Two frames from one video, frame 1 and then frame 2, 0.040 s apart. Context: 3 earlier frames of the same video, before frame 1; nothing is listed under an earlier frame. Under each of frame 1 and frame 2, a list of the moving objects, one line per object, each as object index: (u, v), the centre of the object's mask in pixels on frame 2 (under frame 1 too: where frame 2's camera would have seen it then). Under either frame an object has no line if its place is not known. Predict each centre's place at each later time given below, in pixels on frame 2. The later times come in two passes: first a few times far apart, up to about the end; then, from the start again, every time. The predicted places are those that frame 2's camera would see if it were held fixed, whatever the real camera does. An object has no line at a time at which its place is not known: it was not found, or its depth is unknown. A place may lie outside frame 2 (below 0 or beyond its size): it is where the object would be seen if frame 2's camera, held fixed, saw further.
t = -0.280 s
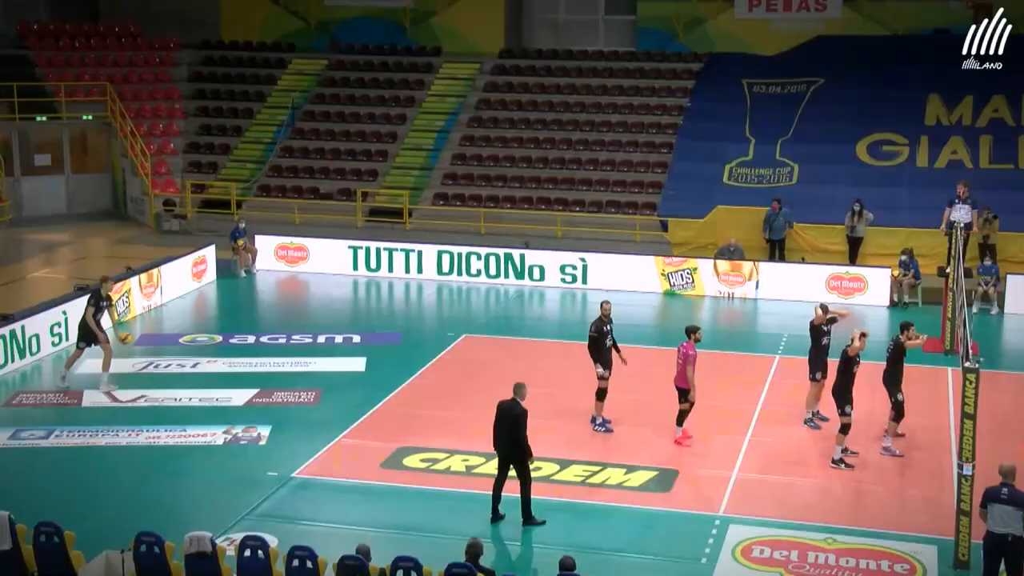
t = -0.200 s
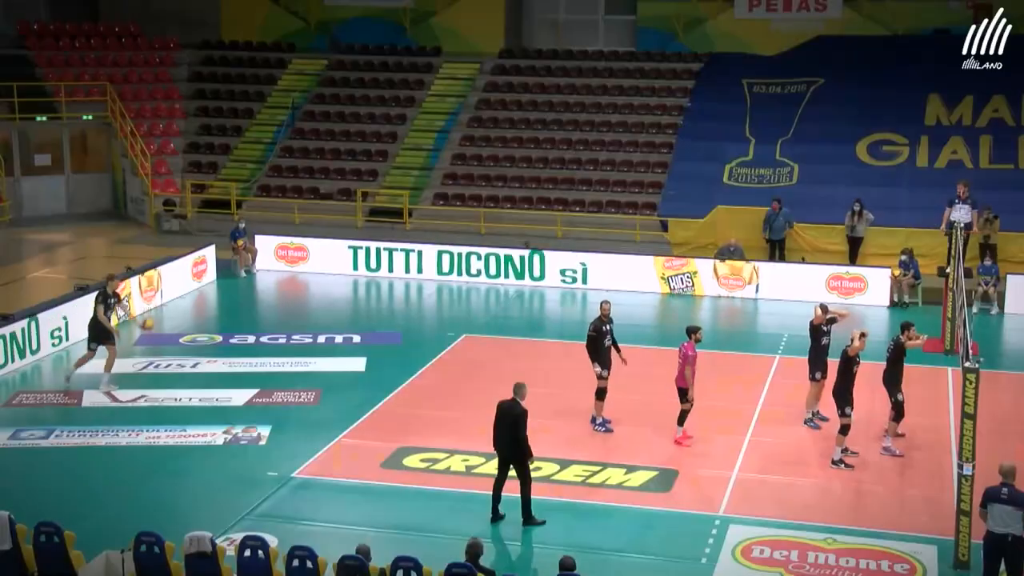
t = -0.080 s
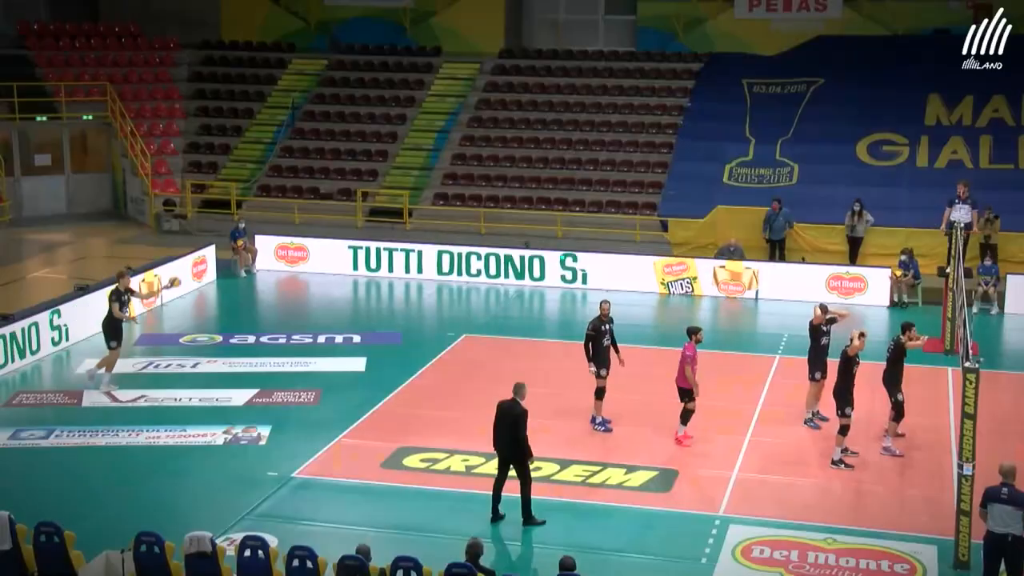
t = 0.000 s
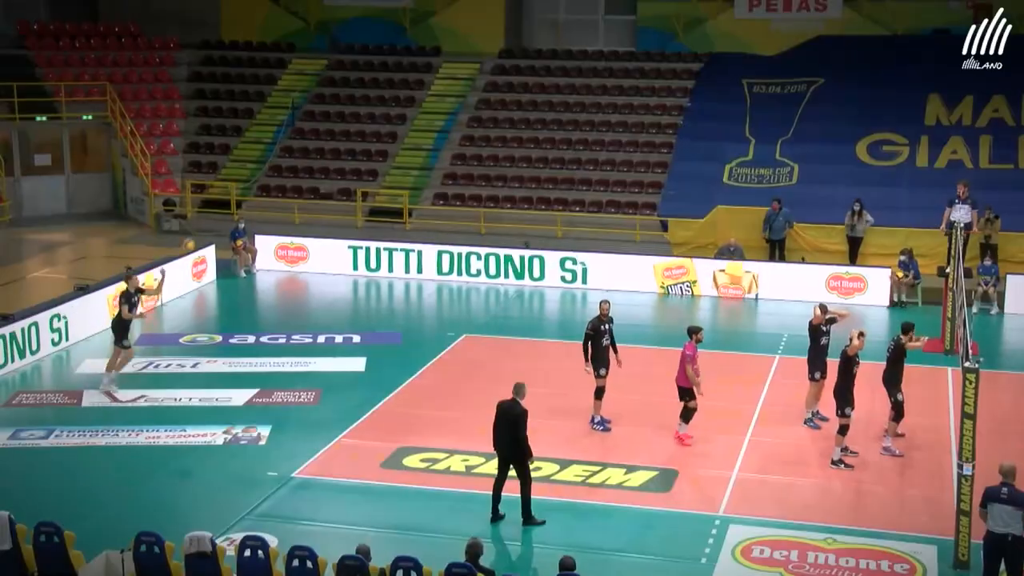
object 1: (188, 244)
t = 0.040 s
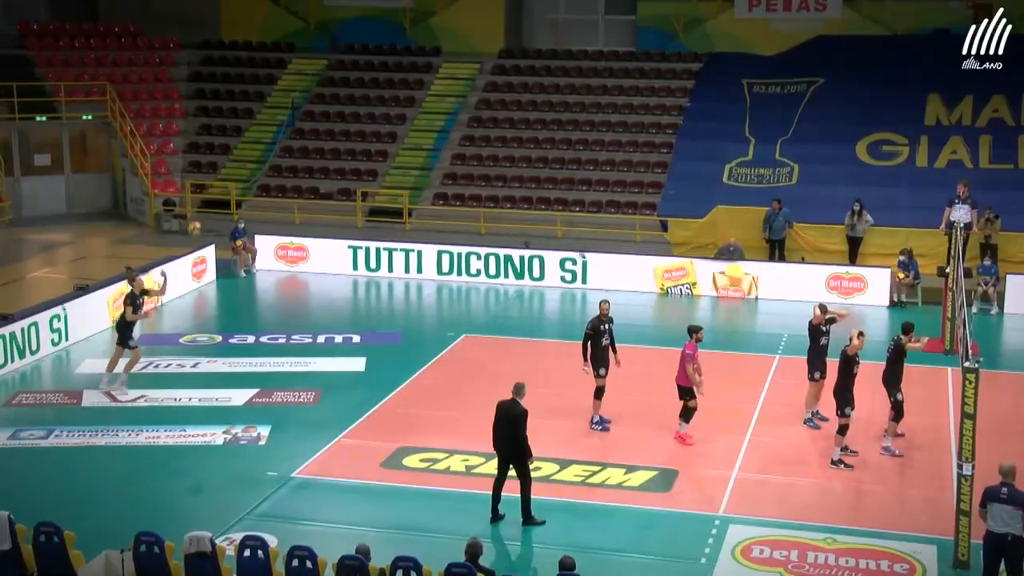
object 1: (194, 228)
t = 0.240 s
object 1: (228, 156)
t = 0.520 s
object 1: (277, 96)
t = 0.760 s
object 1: (321, 83)
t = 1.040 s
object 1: (373, 112)
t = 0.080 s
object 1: (202, 210)
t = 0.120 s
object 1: (207, 196)
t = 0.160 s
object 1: (213, 182)
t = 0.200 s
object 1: (221, 168)
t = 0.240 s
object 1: (228, 156)
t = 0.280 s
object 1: (235, 145)
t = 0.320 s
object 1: (241, 133)
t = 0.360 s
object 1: (249, 124)
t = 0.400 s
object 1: (256, 116)
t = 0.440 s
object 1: (263, 108)
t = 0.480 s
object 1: (270, 102)
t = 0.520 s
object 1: (277, 96)
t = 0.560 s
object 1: (285, 91)
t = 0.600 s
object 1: (292, 87)
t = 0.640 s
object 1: (299, 85)
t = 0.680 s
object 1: (307, 83)
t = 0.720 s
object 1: (314, 82)
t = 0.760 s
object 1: (321, 83)
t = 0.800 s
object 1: (328, 84)
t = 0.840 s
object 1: (336, 86)
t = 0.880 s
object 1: (343, 89)
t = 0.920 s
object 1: (350, 94)
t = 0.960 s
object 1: (358, 99)
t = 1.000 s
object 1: (365, 104)
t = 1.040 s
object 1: (373, 112)
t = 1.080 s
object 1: (380, 120)
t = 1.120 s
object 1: (387, 129)
